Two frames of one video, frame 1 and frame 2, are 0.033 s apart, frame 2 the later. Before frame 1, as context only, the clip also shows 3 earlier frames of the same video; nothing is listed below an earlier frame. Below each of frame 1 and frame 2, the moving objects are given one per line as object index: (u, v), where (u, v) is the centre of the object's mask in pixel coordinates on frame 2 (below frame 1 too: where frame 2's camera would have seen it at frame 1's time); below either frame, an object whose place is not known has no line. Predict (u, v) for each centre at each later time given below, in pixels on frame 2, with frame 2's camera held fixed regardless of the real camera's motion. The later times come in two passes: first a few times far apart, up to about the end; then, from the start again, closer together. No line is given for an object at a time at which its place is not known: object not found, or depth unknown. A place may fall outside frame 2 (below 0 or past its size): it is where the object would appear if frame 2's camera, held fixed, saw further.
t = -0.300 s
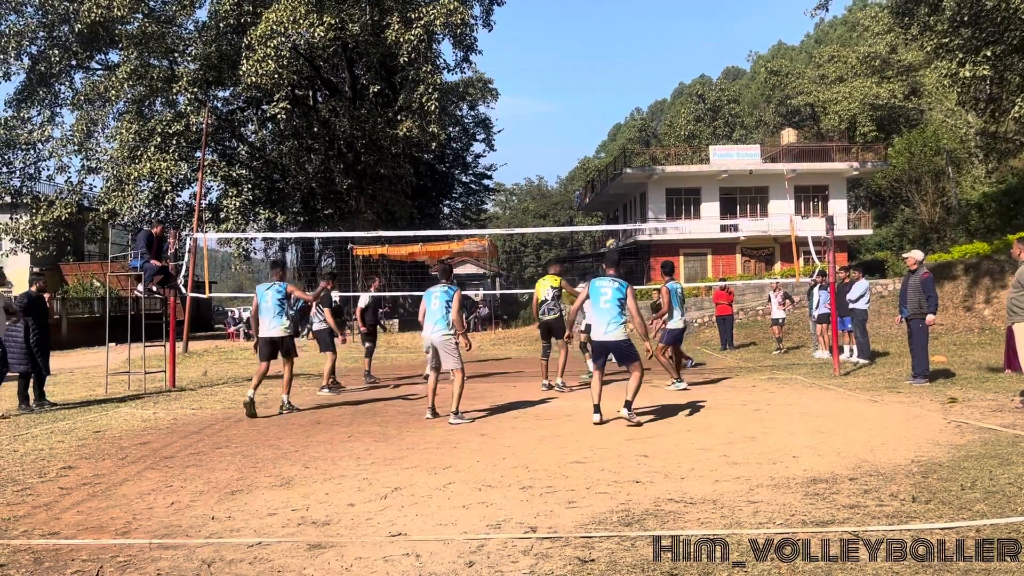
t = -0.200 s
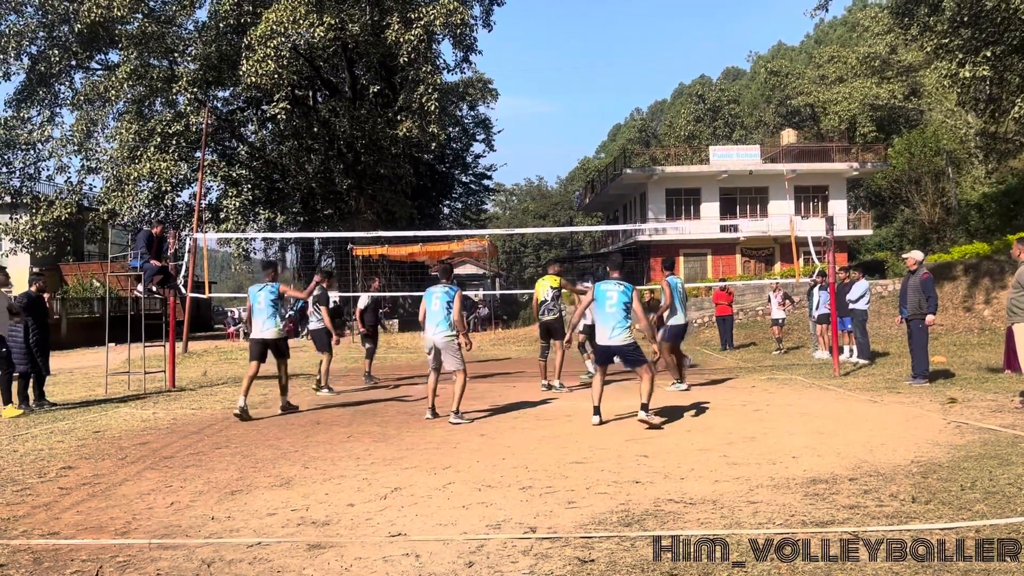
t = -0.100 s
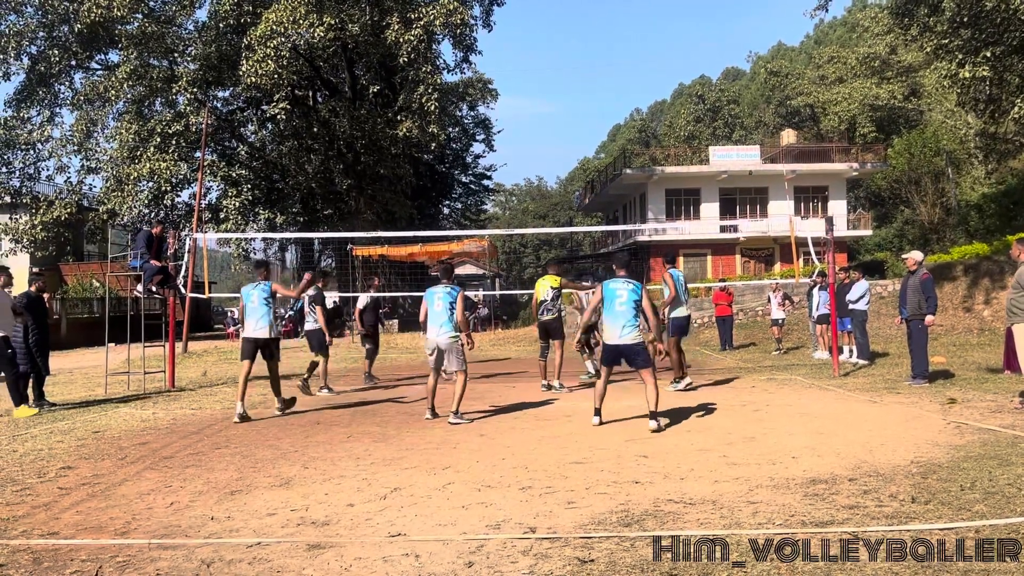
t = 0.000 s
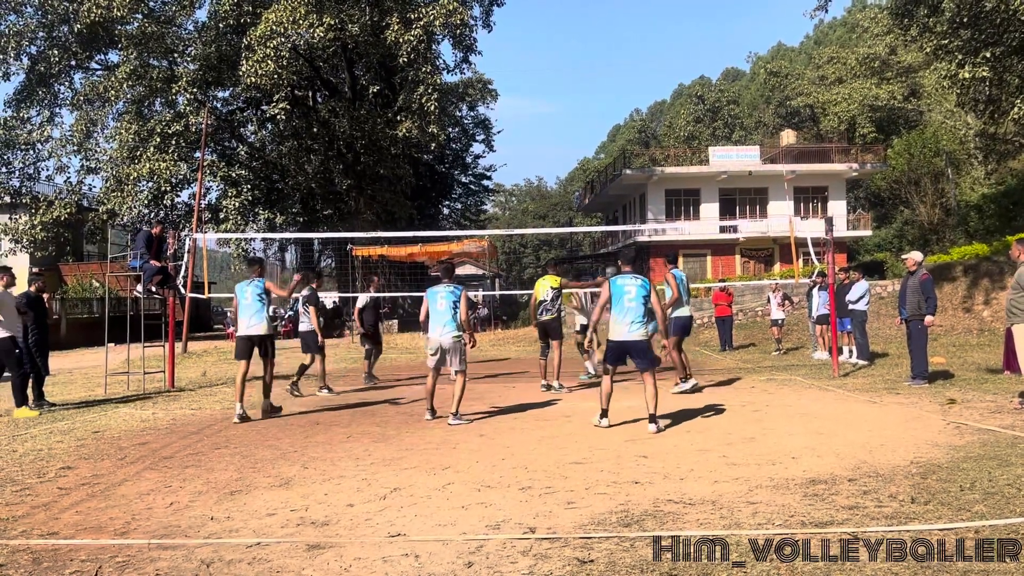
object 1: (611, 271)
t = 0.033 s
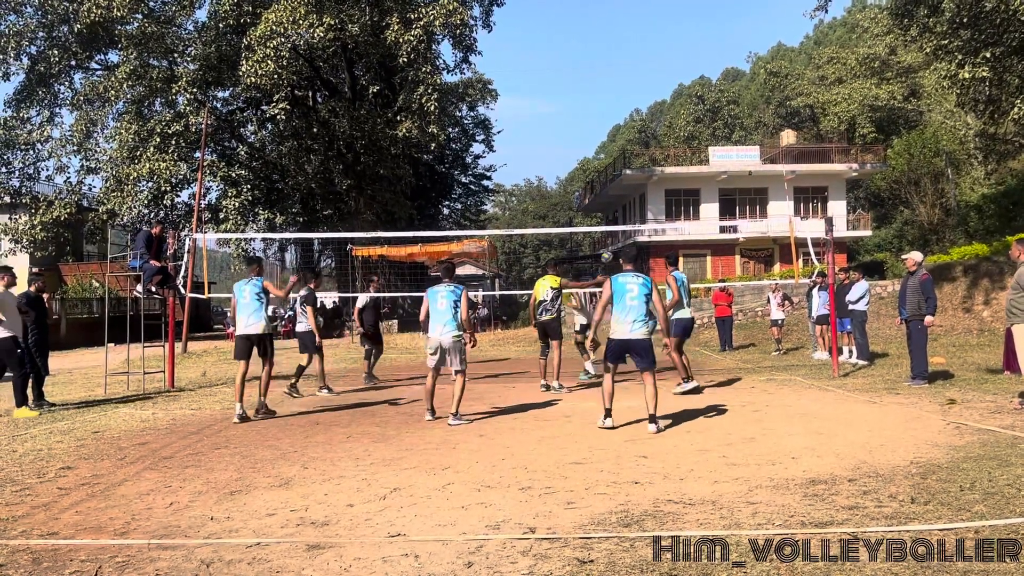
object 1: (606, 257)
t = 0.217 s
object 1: (587, 183)
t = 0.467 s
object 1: (558, 106)
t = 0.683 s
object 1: (531, 65)
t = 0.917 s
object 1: (498, 54)
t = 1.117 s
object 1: (469, 75)
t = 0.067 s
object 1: (602, 243)
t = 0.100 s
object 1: (600, 227)
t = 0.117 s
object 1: (598, 220)
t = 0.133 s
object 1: (596, 214)
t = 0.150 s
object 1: (594, 207)
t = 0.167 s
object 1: (592, 201)
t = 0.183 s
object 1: (590, 194)
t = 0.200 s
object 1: (588, 189)
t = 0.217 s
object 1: (587, 183)
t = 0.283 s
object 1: (579, 159)
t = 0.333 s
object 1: (574, 143)
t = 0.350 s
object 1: (572, 138)
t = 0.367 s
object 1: (570, 133)
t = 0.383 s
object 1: (568, 128)
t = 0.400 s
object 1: (566, 124)
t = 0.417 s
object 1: (564, 119)
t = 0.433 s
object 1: (562, 114)
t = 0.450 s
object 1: (560, 110)
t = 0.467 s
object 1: (558, 106)
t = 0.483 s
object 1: (556, 102)
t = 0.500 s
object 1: (554, 98)
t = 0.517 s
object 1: (552, 94)
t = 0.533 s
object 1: (550, 90)
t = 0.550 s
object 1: (548, 87)
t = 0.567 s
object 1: (546, 83)
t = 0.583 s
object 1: (543, 80)
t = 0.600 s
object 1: (541, 77)
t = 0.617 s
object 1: (539, 74)
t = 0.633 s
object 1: (537, 71)
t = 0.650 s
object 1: (535, 69)
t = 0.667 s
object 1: (533, 67)
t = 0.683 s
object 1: (531, 65)
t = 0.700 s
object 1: (529, 63)
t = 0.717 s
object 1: (527, 61)
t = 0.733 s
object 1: (524, 59)
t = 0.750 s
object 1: (522, 58)
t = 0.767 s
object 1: (520, 57)
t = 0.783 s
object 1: (517, 55)
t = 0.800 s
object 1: (515, 54)
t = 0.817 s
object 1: (513, 54)
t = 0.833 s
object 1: (511, 53)
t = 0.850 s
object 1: (508, 53)
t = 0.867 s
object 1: (506, 53)
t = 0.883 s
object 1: (503, 53)
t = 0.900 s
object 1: (501, 53)
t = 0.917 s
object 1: (498, 54)
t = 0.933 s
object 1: (496, 54)
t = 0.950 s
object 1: (493, 55)
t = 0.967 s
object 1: (491, 56)
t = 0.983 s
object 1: (489, 59)
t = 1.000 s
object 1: (485, 60)
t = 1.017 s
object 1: (483, 62)
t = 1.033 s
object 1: (482, 64)
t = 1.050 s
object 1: (479, 66)
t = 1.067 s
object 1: (476, 68)
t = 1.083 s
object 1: (474, 72)
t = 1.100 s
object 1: (471, 74)
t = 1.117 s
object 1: (469, 75)
